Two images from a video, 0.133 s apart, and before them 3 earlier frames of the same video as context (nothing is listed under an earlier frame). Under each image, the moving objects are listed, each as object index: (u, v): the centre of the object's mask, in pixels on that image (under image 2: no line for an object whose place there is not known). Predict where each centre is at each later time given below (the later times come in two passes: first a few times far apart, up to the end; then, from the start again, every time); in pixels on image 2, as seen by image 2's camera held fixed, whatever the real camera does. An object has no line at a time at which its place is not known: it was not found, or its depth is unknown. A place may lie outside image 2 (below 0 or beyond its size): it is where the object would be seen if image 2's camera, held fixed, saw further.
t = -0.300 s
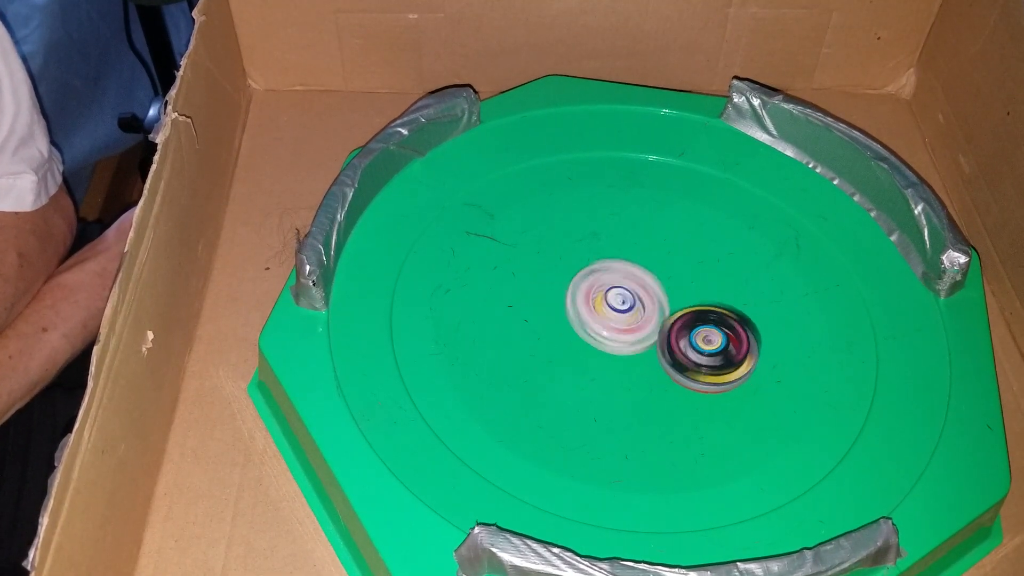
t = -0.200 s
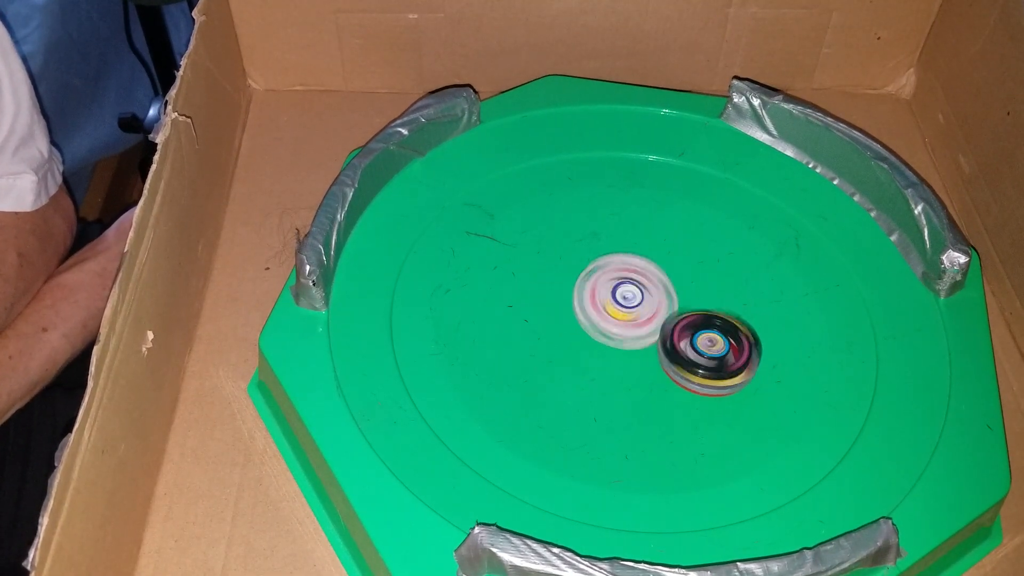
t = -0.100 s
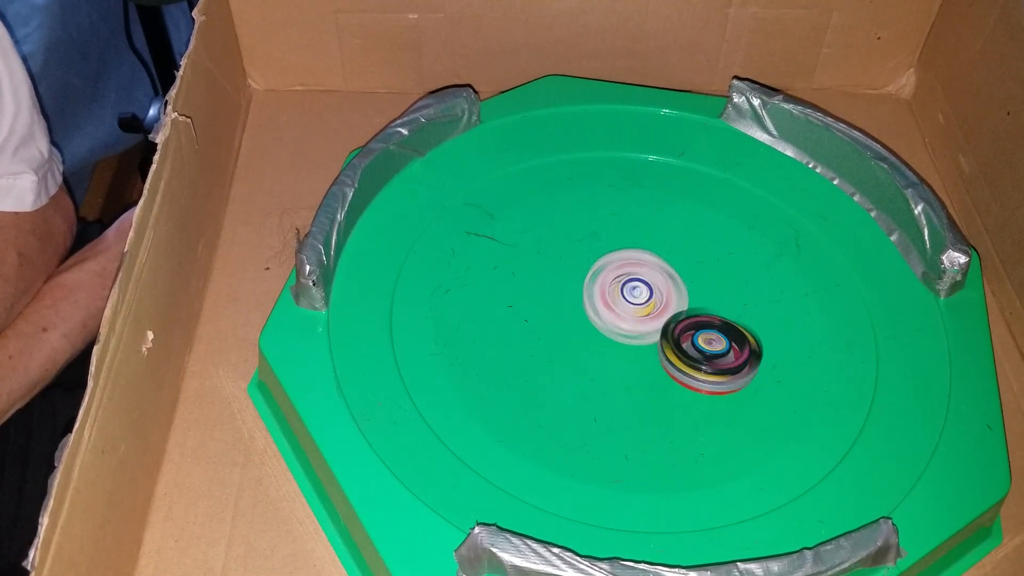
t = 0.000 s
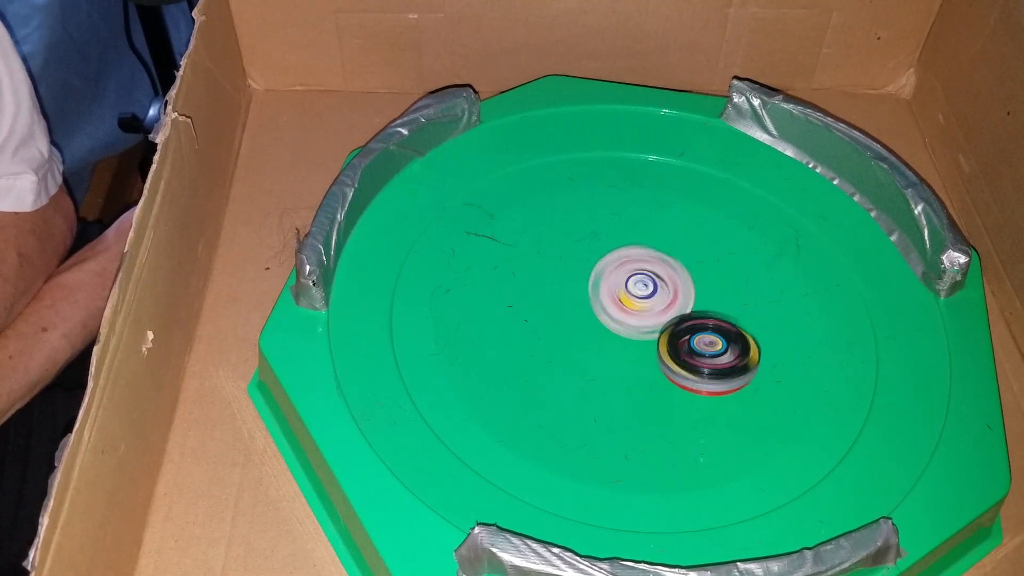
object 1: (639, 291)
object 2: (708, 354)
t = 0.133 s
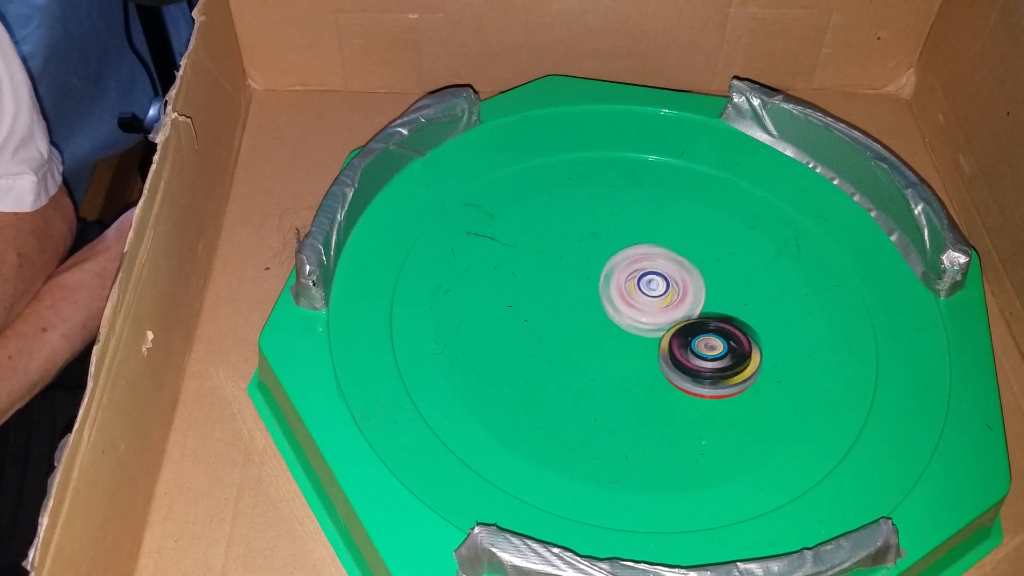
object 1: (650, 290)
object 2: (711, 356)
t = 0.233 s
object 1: (649, 281)
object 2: (715, 360)
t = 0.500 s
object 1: (637, 278)
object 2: (702, 363)
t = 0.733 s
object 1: (627, 290)
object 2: (670, 364)
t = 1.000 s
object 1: (612, 291)
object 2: (624, 379)
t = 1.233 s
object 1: (607, 291)
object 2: (617, 374)
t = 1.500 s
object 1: (630, 294)
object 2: (613, 376)
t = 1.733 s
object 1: (652, 301)
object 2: (609, 368)
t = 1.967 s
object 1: (660, 308)
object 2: (602, 366)
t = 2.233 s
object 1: (675, 313)
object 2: (602, 369)
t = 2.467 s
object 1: (682, 310)
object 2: (600, 351)
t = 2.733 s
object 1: (681, 308)
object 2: (586, 328)
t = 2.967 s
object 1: (667, 303)
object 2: (564, 310)
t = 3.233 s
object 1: (673, 303)
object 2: (574, 315)
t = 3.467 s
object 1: (679, 309)
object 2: (590, 333)
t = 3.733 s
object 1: (689, 306)
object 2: (607, 346)
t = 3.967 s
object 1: (686, 305)
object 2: (599, 340)
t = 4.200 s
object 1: (680, 304)
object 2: (591, 321)
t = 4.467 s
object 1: (688, 302)
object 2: (562, 313)
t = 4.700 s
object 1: (675, 303)
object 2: (591, 308)
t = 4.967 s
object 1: (681, 322)
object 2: (589, 308)
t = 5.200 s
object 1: (682, 318)
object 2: (592, 313)
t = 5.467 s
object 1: (683, 321)
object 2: (606, 309)
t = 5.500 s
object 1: (683, 321)
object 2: (609, 307)
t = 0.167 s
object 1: (652, 289)
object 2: (710, 357)
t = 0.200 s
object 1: (650, 284)
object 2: (714, 362)
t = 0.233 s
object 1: (649, 281)
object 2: (715, 360)
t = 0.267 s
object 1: (648, 279)
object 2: (710, 360)
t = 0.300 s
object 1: (646, 277)
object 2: (707, 361)
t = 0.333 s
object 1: (645, 276)
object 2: (707, 361)
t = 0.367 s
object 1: (644, 275)
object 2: (707, 360)
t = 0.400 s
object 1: (641, 274)
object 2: (706, 360)
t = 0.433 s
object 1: (640, 275)
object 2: (705, 361)
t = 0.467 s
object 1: (638, 276)
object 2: (704, 363)
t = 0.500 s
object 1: (637, 278)
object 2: (702, 363)
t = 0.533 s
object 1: (636, 280)
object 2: (700, 363)
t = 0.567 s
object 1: (634, 282)
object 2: (697, 363)
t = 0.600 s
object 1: (634, 284)
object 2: (694, 362)
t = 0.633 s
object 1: (632, 286)
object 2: (690, 362)
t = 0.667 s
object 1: (630, 288)
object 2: (683, 360)
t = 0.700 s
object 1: (629, 289)
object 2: (676, 361)
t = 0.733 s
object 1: (627, 290)
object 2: (670, 364)
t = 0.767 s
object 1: (626, 291)
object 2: (662, 366)
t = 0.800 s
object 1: (624, 291)
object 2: (656, 370)
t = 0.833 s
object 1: (621, 291)
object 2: (648, 370)
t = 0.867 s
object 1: (618, 291)
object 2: (642, 370)
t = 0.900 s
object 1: (617, 292)
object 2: (636, 370)
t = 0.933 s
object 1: (614, 293)
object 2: (633, 372)
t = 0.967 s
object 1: (613, 292)
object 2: (630, 377)
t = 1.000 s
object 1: (612, 291)
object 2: (624, 379)
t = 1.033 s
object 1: (609, 290)
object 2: (624, 379)
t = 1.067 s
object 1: (608, 289)
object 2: (624, 378)
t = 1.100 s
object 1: (608, 290)
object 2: (623, 378)
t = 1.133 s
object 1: (606, 289)
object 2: (620, 376)
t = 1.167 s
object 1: (606, 289)
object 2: (618, 375)
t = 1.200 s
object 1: (606, 290)
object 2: (618, 374)
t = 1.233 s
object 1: (607, 291)
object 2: (617, 374)
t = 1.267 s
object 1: (609, 292)
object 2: (615, 373)
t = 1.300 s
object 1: (612, 294)
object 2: (613, 373)
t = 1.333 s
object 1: (614, 294)
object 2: (611, 372)
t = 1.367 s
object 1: (616, 295)
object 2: (612, 372)
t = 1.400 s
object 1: (618, 296)
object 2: (612, 374)
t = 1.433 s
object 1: (622, 297)
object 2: (612, 372)
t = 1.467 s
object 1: (626, 296)
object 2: (610, 374)
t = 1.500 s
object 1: (630, 294)
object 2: (613, 376)
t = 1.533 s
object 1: (634, 295)
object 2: (617, 374)
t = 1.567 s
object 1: (637, 296)
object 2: (615, 371)
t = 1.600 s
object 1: (640, 297)
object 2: (612, 368)
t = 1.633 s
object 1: (645, 298)
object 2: (611, 368)
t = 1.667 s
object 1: (647, 298)
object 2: (612, 368)
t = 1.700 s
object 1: (649, 299)
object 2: (611, 368)
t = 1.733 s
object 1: (652, 301)
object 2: (609, 368)
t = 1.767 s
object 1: (654, 300)
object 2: (607, 371)
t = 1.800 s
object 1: (656, 299)
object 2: (609, 372)
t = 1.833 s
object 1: (657, 301)
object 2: (609, 370)
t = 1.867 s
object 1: (658, 303)
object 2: (605, 368)
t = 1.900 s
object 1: (660, 305)
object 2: (604, 366)
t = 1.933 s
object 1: (660, 306)
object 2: (604, 367)
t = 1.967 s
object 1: (660, 308)
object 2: (602, 366)
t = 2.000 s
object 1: (662, 311)
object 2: (601, 365)
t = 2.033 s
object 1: (664, 312)
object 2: (600, 367)
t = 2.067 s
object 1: (665, 313)
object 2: (603, 370)
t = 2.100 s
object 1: (666, 315)
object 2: (603, 369)
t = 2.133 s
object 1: (669, 316)
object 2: (601, 367)
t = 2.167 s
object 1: (671, 314)
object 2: (600, 369)
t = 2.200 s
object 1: (674, 313)
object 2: (601, 372)
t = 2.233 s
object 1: (675, 313)
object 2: (602, 369)
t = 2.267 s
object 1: (676, 311)
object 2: (602, 365)
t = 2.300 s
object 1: (679, 310)
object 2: (600, 363)
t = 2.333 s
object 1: (681, 310)
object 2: (595, 361)
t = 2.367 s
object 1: (680, 310)
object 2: (596, 360)
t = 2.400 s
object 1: (682, 309)
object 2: (597, 359)
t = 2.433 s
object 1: (683, 310)
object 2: (596, 356)
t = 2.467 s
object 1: (682, 310)
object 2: (600, 351)
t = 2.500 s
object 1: (686, 307)
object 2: (602, 347)
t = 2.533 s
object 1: (689, 306)
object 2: (599, 345)
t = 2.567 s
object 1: (690, 307)
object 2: (598, 342)
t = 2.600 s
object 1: (689, 308)
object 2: (599, 340)
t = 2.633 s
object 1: (685, 307)
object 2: (594, 338)
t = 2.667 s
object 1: (685, 306)
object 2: (595, 334)
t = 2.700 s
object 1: (684, 308)
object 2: (593, 332)
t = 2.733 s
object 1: (681, 308)
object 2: (586, 328)
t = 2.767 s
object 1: (679, 307)
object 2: (583, 324)
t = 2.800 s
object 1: (677, 307)
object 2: (579, 320)
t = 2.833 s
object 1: (674, 307)
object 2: (576, 316)
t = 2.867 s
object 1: (673, 307)
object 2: (571, 315)
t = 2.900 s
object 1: (670, 306)
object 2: (566, 311)
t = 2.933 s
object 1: (668, 305)
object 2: (566, 310)
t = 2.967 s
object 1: (667, 303)
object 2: (564, 310)
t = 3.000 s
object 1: (666, 303)
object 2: (566, 309)
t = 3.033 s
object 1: (666, 302)
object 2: (568, 311)
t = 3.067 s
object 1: (668, 303)
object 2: (566, 309)
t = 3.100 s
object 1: (667, 303)
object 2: (570, 310)
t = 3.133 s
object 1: (669, 303)
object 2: (568, 312)
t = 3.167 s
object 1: (671, 303)
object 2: (570, 312)
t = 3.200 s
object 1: (673, 304)
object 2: (572, 315)
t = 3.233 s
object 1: (673, 303)
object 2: (574, 315)
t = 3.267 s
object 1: (673, 303)
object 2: (578, 319)
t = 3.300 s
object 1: (673, 303)
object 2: (578, 319)
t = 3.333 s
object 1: (677, 303)
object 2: (578, 322)
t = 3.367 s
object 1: (680, 305)
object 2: (580, 326)
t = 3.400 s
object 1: (680, 306)
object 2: (585, 328)
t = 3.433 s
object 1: (680, 308)
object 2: (586, 333)
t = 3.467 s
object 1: (679, 309)
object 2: (590, 333)
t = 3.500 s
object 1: (685, 306)
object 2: (591, 339)
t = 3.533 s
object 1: (689, 307)
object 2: (594, 341)
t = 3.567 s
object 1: (690, 310)
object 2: (600, 343)
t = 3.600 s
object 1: (689, 310)
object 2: (606, 345)
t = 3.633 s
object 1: (688, 308)
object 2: (610, 348)
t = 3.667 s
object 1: (688, 308)
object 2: (608, 347)
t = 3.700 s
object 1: (689, 307)
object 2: (608, 348)
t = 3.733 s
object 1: (689, 306)
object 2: (607, 346)
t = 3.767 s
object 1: (689, 307)
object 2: (603, 346)
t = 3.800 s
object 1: (689, 308)
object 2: (605, 343)
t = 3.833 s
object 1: (687, 307)
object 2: (601, 344)
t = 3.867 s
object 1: (688, 307)
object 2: (602, 343)
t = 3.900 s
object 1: (687, 306)
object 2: (600, 343)
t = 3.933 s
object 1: (686, 306)
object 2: (602, 342)
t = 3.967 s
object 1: (686, 305)
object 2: (599, 340)
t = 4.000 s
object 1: (686, 305)
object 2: (601, 338)
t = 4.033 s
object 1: (686, 304)
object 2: (599, 334)
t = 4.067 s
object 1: (686, 303)
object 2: (597, 333)
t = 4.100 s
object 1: (687, 303)
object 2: (596, 328)
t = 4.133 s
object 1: (686, 304)
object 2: (593, 327)
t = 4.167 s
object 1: (684, 304)
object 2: (593, 323)
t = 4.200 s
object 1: (680, 304)
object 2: (591, 321)
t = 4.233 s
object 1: (677, 303)
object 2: (589, 322)
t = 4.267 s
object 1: (677, 303)
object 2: (587, 318)
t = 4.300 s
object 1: (677, 301)
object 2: (583, 319)
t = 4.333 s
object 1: (682, 299)
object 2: (576, 320)
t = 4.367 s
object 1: (684, 298)
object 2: (572, 320)
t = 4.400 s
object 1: (688, 300)
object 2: (569, 319)
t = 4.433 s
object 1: (687, 301)
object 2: (565, 315)
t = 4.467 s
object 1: (688, 302)
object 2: (562, 313)
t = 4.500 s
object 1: (687, 303)
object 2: (563, 313)
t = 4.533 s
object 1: (684, 304)
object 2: (566, 310)
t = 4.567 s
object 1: (681, 305)
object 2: (567, 308)
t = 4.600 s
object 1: (675, 305)
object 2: (573, 308)
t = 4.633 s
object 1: (672, 304)
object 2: (583, 308)
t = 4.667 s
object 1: (672, 302)
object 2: (587, 308)
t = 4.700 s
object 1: (675, 303)
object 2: (591, 308)
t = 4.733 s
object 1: (676, 305)
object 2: (598, 308)
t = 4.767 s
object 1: (676, 306)
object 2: (595, 307)
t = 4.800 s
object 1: (679, 310)
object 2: (590, 308)
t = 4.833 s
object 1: (679, 315)
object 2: (590, 308)
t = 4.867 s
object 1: (679, 319)
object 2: (593, 307)
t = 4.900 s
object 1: (680, 321)
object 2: (592, 306)
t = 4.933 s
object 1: (681, 321)
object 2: (591, 307)
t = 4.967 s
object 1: (681, 322)
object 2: (589, 308)
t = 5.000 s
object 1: (681, 323)
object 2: (588, 310)
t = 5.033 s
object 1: (680, 324)
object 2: (587, 310)
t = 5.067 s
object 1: (680, 324)
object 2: (586, 311)
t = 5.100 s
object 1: (680, 323)
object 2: (586, 311)
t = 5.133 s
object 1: (680, 322)
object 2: (588, 312)
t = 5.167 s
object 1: (681, 320)
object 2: (591, 313)
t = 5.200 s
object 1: (682, 318)
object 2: (592, 313)
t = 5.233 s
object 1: (683, 317)
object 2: (593, 314)
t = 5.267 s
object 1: (684, 317)
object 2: (595, 314)
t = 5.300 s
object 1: (684, 316)
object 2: (596, 314)
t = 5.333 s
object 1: (684, 317)
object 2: (597, 314)
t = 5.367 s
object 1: (683, 319)
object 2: (599, 313)
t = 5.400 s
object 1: (682, 320)
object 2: (601, 312)
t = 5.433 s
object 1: (682, 321)
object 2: (603, 311)
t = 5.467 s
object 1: (683, 321)
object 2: (606, 309)
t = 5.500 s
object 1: (683, 321)
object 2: (609, 307)
